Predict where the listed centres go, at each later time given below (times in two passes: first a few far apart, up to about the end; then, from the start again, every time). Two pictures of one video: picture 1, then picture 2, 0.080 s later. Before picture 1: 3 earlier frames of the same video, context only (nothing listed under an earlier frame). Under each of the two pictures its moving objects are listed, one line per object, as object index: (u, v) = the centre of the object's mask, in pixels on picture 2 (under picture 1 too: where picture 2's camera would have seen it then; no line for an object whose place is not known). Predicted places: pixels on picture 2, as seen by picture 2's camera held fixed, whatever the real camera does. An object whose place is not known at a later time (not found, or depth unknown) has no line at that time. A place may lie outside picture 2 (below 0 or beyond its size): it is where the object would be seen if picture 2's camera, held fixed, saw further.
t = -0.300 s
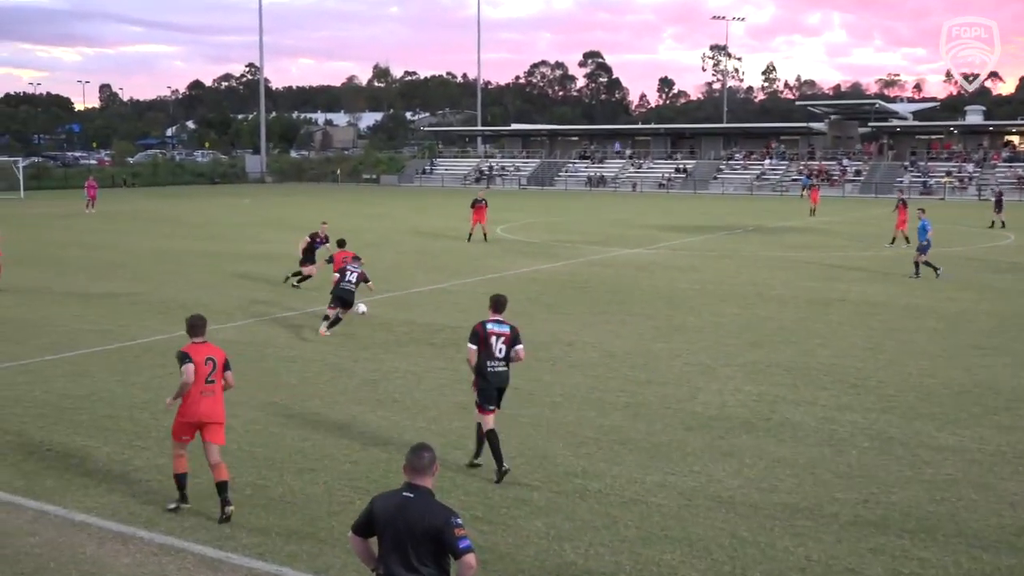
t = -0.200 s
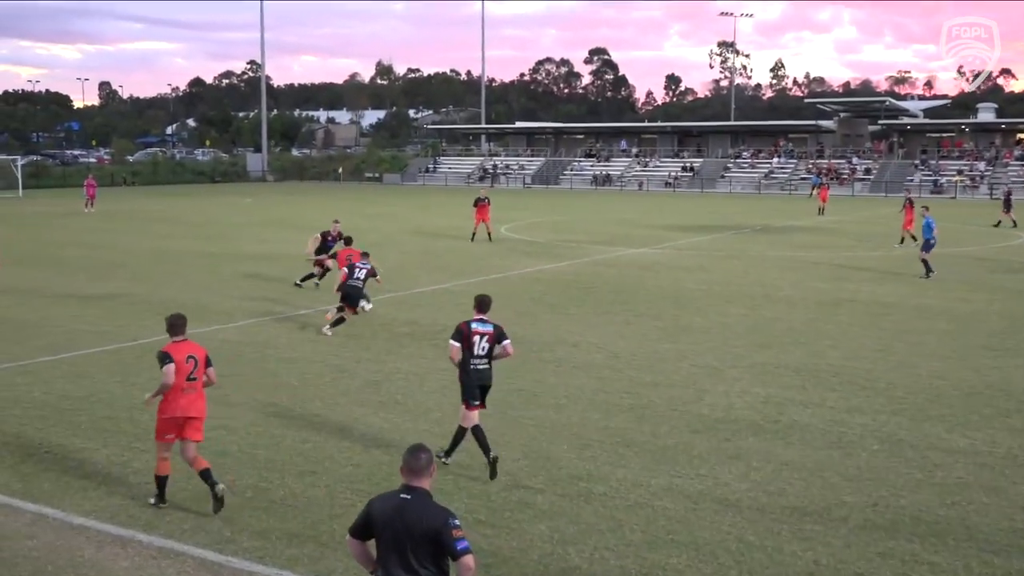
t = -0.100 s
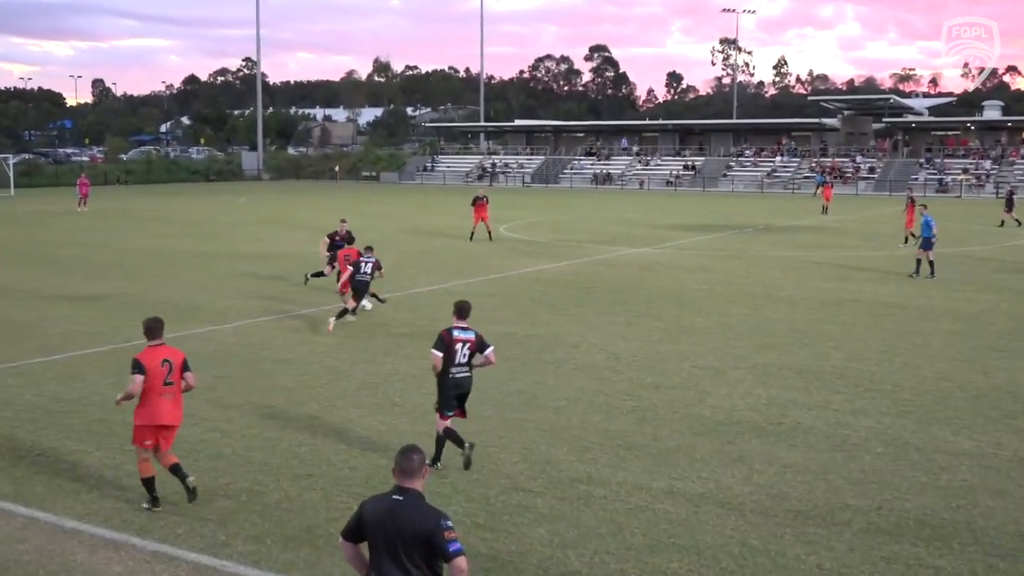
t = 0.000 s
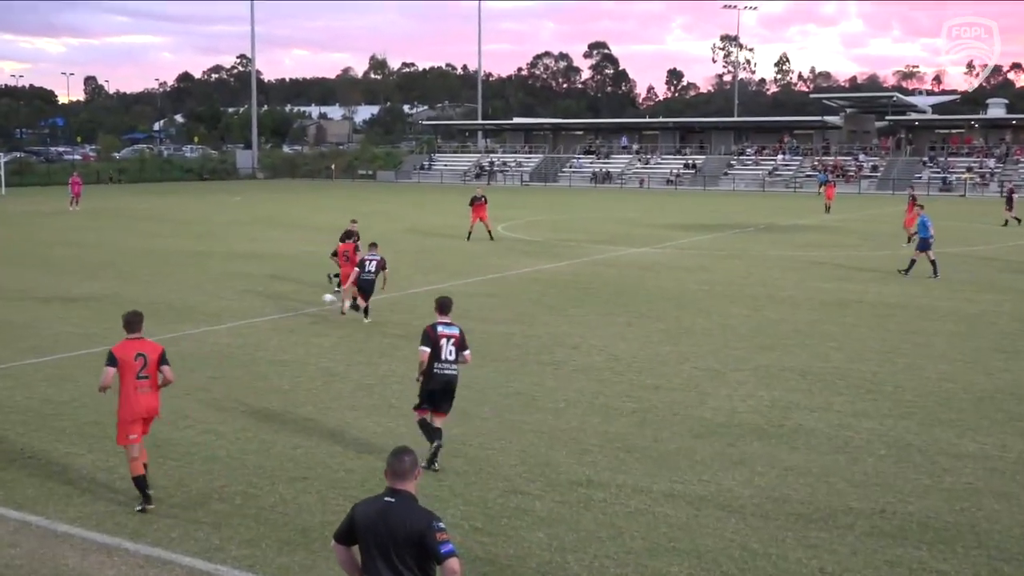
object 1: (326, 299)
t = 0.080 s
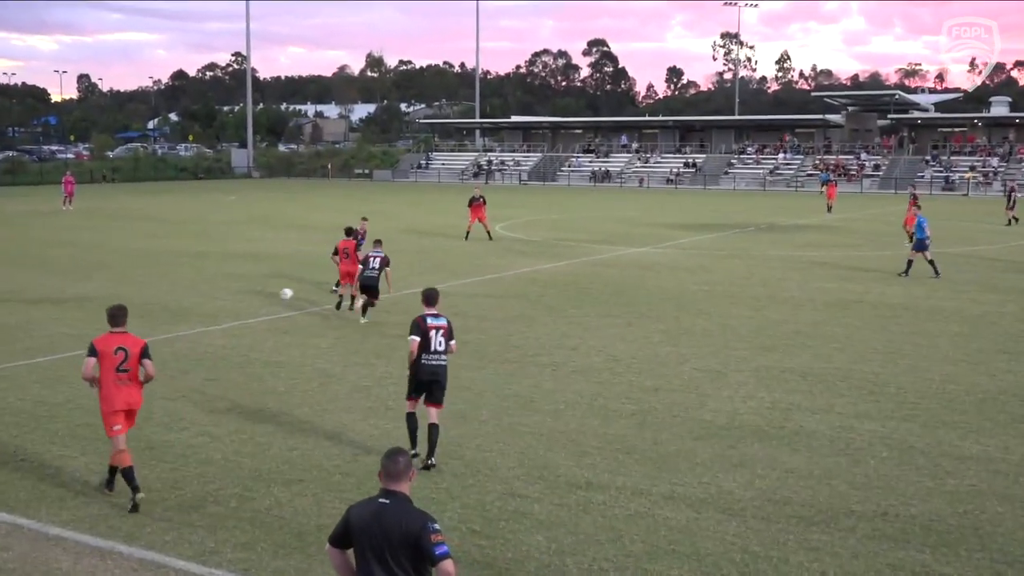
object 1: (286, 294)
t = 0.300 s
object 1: (182, 300)
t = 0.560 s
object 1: (98, 292)
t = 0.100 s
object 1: (277, 294)
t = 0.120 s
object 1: (267, 293)
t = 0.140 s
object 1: (257, 293)
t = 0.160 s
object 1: (247, 293)
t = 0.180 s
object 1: (238, 294)
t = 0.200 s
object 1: (228, 293)
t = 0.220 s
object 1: (219, 295)
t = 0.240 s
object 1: (210, 295)
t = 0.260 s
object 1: (199, 297)
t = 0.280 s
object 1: (190, 299)
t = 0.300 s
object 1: (182, 300)
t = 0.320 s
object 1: (174, 299)
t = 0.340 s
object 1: (167, 298)
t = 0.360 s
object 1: (160, 296)
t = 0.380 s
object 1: (154, 295)
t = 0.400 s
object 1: (147, 293)
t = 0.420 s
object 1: (141, 292)
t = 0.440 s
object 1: (135, 291)
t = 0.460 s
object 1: (128, 291)
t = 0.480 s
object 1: (122, 291)
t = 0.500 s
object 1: (116, 290)
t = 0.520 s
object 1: (110, 291)
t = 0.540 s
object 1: (103, 291)
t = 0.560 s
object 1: (98, 292)
